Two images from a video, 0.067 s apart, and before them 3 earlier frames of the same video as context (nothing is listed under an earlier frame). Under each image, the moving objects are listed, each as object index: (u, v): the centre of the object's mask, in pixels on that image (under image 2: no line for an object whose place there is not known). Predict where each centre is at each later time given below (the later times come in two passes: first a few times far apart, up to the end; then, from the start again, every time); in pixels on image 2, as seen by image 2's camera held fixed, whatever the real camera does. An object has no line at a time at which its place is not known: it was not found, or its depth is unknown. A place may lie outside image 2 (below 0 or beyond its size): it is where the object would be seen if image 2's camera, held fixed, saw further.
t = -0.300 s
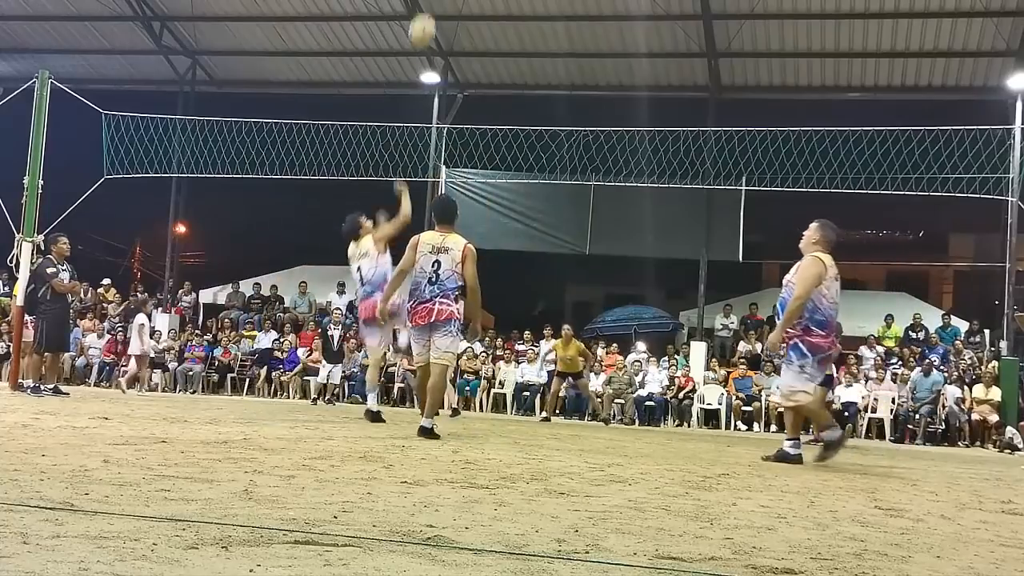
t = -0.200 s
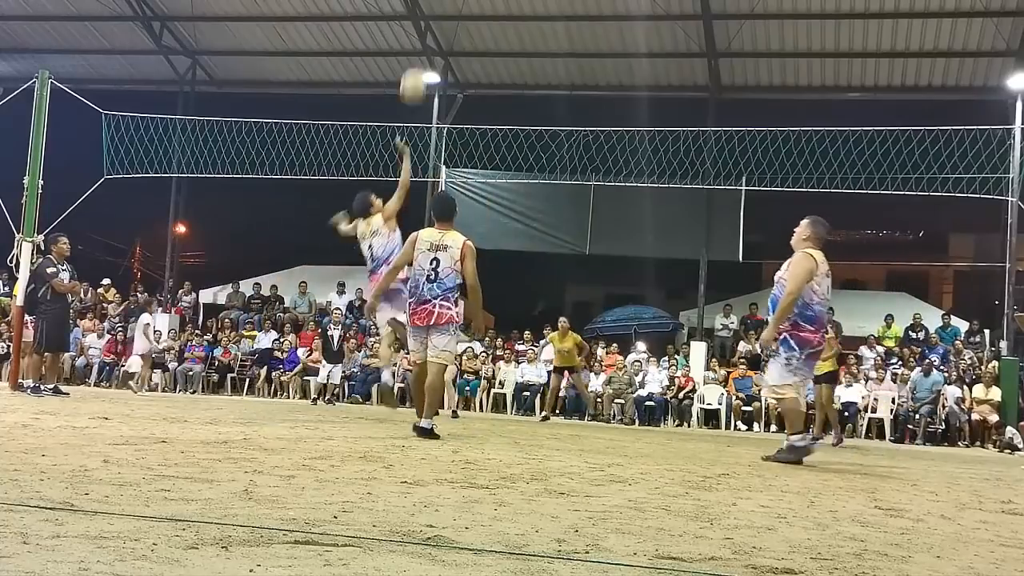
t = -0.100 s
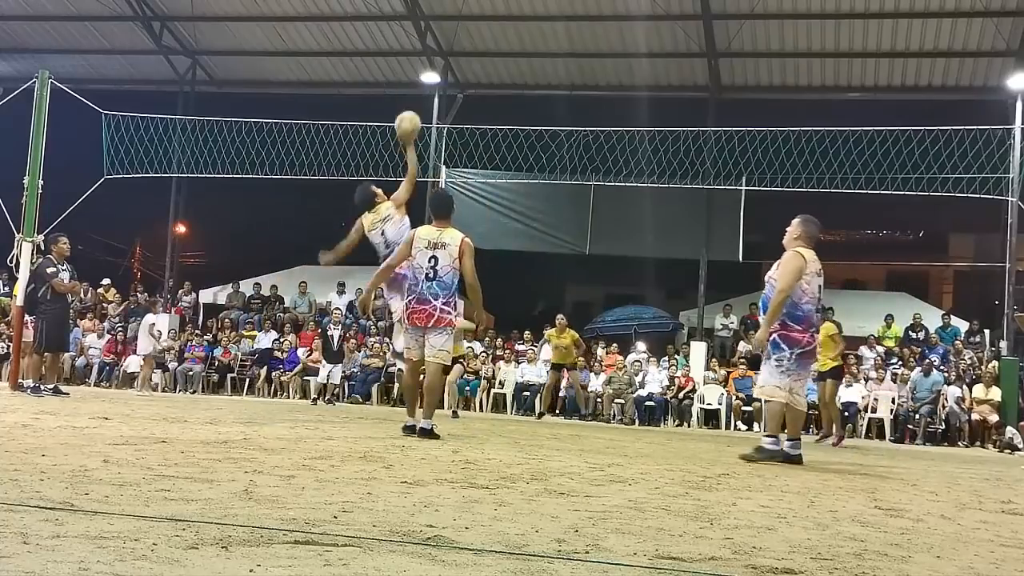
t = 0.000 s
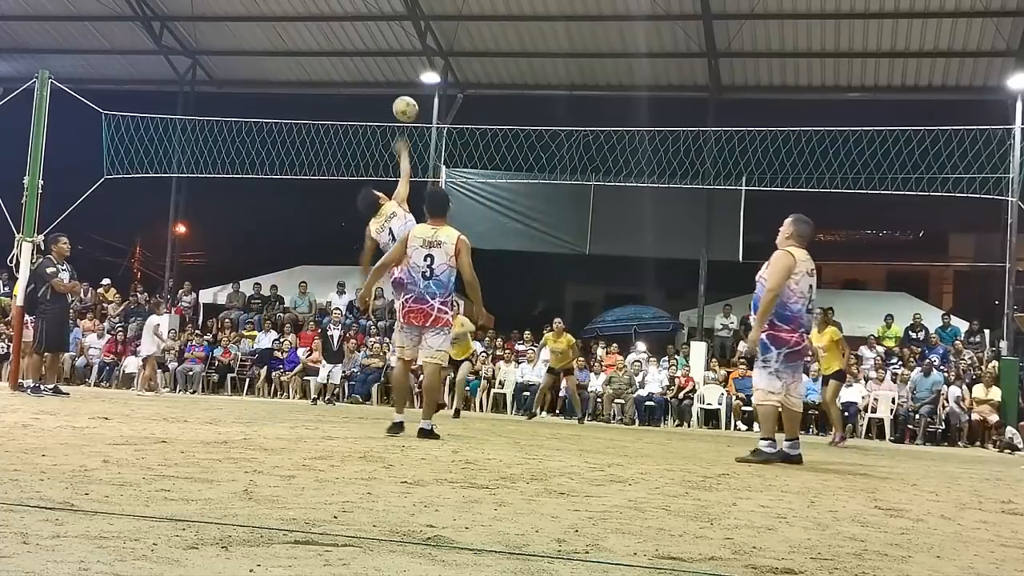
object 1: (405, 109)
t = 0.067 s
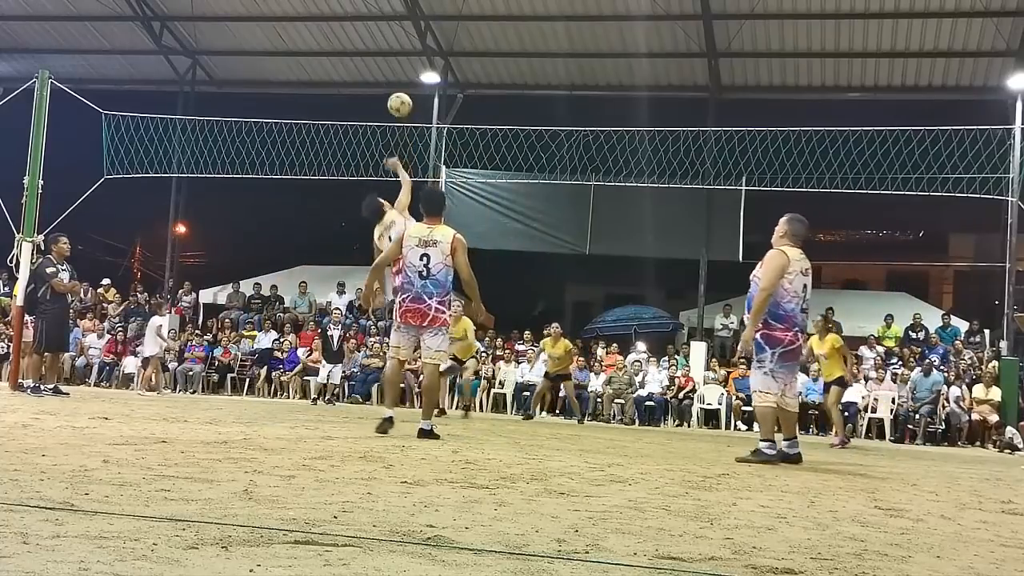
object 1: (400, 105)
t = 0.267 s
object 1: (383, 116)
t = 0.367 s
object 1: (374, 137)
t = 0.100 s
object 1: (397, 104)
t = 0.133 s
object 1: (394, 105)
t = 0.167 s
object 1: (392, 107)
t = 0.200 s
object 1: (389, 109)
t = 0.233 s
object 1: (386, 112)
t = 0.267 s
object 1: (383, 116)
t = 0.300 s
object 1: (380, 123)
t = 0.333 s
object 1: (377, 130)
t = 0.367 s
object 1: (374, 137)
